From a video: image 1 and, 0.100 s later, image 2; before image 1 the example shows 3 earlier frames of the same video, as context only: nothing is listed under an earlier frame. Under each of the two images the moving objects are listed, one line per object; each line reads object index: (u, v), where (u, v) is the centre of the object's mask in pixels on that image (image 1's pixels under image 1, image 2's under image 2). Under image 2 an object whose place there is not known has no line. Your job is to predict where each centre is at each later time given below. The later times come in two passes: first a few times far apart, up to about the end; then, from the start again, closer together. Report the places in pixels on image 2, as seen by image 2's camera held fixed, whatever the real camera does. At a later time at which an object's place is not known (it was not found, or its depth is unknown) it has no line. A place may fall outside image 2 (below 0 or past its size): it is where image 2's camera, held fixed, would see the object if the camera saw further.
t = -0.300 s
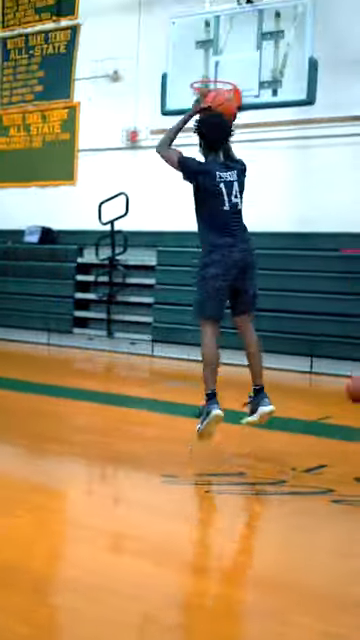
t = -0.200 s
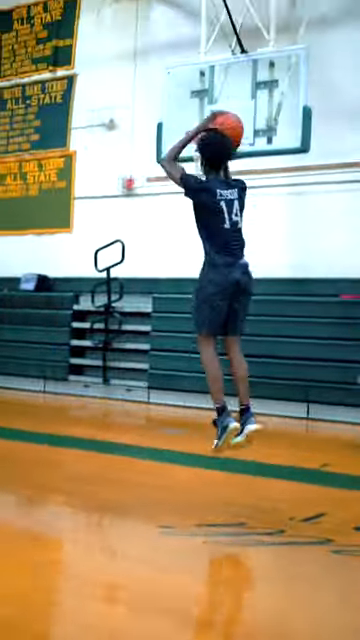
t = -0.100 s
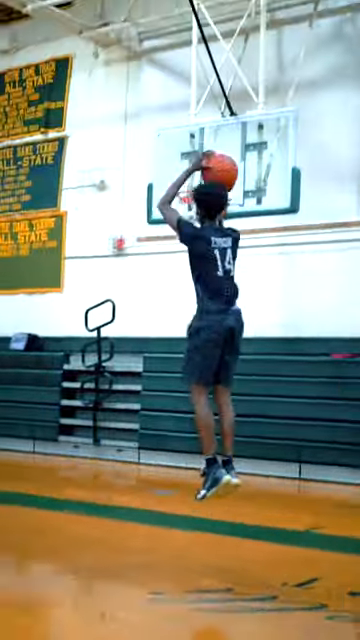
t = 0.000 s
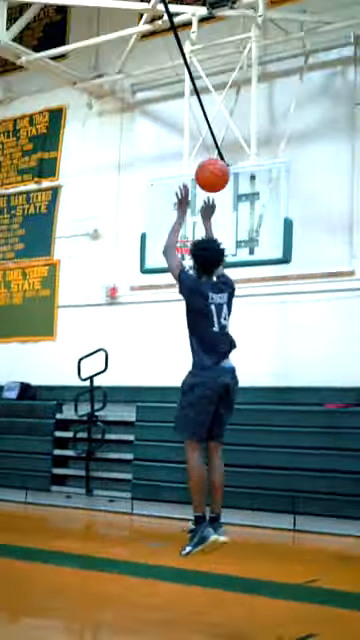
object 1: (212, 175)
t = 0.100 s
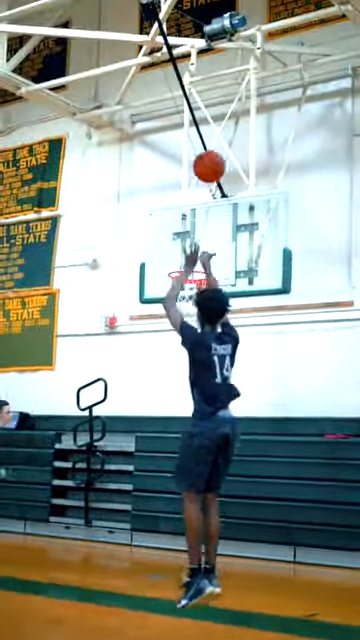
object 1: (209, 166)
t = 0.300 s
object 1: (204, 134)
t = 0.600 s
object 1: (198, 172)
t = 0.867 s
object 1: (191, 262)
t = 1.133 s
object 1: (189, 315)
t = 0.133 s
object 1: (208, 157)
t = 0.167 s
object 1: (208, 149)
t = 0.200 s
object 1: (207, 143)
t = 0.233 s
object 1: (206, 138)
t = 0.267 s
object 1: (205, 136)
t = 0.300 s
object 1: (204, 134)
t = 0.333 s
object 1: (204, 134)
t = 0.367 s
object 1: (203, 134)
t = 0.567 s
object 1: (199, 164)
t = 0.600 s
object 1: (198, 172)
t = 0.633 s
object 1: (198, 180)
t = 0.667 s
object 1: (197, 190)
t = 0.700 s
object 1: (196, 200)
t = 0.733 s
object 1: (195, 212)
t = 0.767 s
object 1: (194, 223)
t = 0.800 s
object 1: (193, 236)
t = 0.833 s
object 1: (192, 249)
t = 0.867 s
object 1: (191, 262)
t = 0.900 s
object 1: (190, 277)
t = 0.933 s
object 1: (190, 279)
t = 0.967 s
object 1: (190, 280)
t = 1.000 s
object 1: (189, 285)
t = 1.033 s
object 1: (190, 285)
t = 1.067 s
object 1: (190, 299)
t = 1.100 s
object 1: (189, 306)
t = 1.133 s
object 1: (189, 315)
